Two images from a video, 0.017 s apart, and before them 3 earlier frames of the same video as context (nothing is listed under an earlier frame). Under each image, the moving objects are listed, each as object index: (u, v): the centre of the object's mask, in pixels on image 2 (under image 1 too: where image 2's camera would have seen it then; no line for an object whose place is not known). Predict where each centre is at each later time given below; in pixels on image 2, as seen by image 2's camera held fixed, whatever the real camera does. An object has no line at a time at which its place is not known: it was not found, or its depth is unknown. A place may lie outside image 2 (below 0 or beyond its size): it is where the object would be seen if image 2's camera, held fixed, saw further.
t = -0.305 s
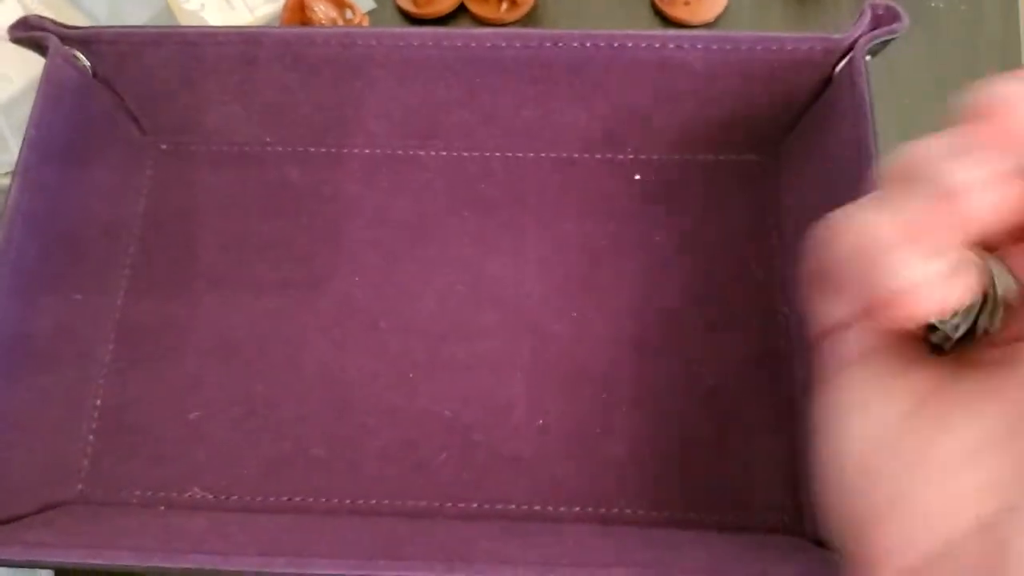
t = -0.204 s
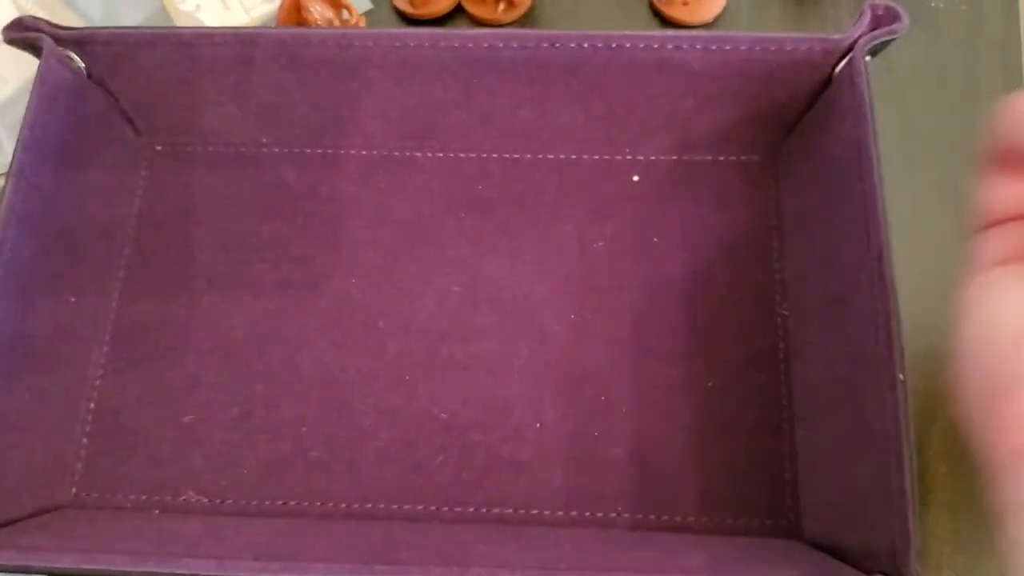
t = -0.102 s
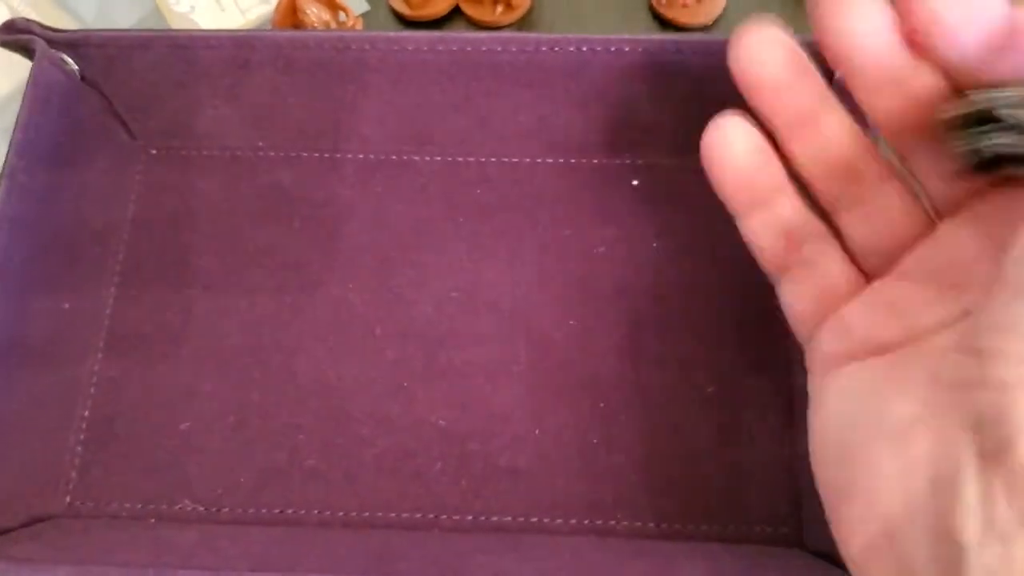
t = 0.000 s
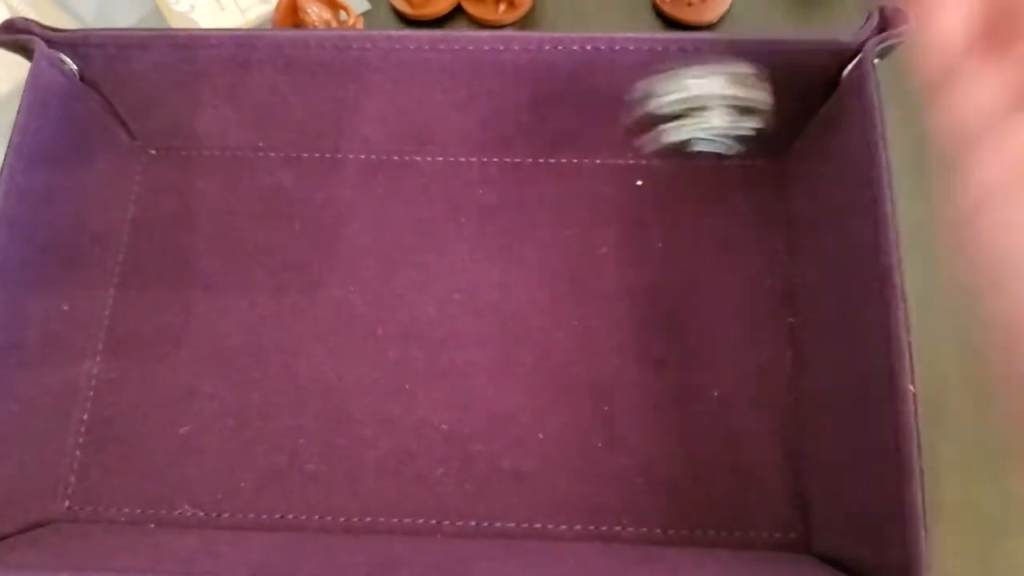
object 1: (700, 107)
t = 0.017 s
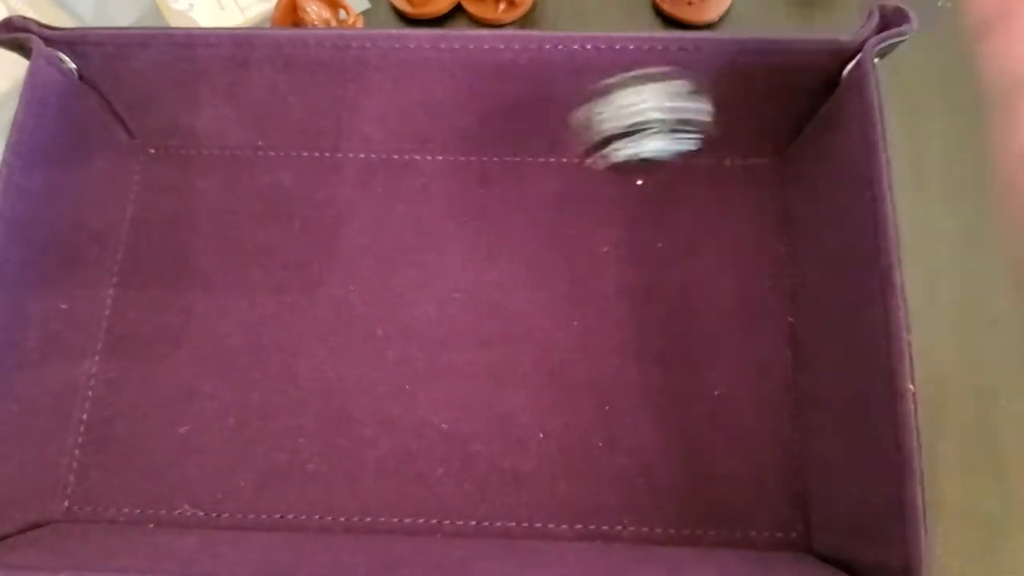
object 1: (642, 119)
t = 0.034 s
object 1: (588, 139)
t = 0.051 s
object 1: (539, 162)
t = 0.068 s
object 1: (493, 189)
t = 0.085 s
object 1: (451, 219)
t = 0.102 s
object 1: (417, 248)
